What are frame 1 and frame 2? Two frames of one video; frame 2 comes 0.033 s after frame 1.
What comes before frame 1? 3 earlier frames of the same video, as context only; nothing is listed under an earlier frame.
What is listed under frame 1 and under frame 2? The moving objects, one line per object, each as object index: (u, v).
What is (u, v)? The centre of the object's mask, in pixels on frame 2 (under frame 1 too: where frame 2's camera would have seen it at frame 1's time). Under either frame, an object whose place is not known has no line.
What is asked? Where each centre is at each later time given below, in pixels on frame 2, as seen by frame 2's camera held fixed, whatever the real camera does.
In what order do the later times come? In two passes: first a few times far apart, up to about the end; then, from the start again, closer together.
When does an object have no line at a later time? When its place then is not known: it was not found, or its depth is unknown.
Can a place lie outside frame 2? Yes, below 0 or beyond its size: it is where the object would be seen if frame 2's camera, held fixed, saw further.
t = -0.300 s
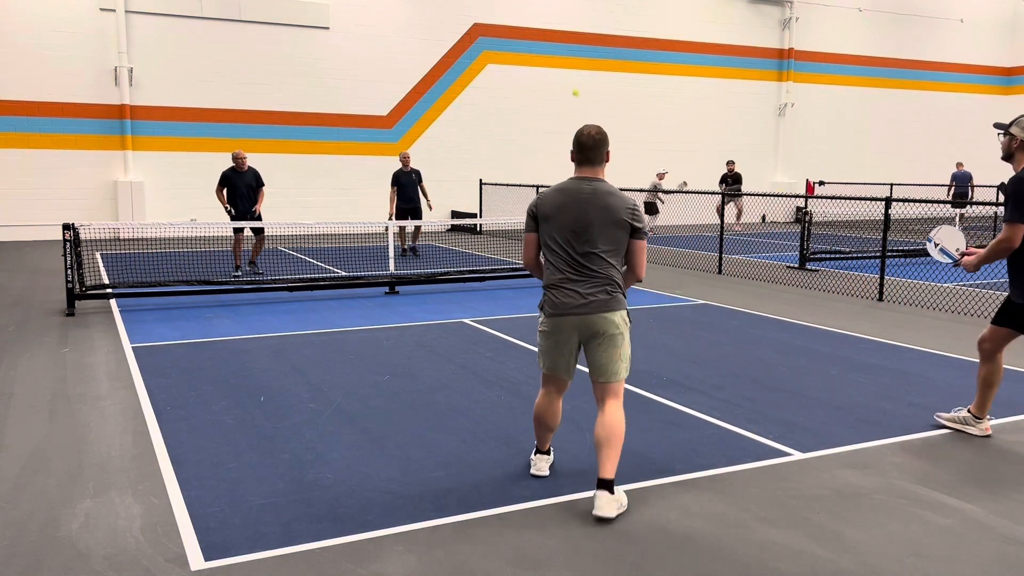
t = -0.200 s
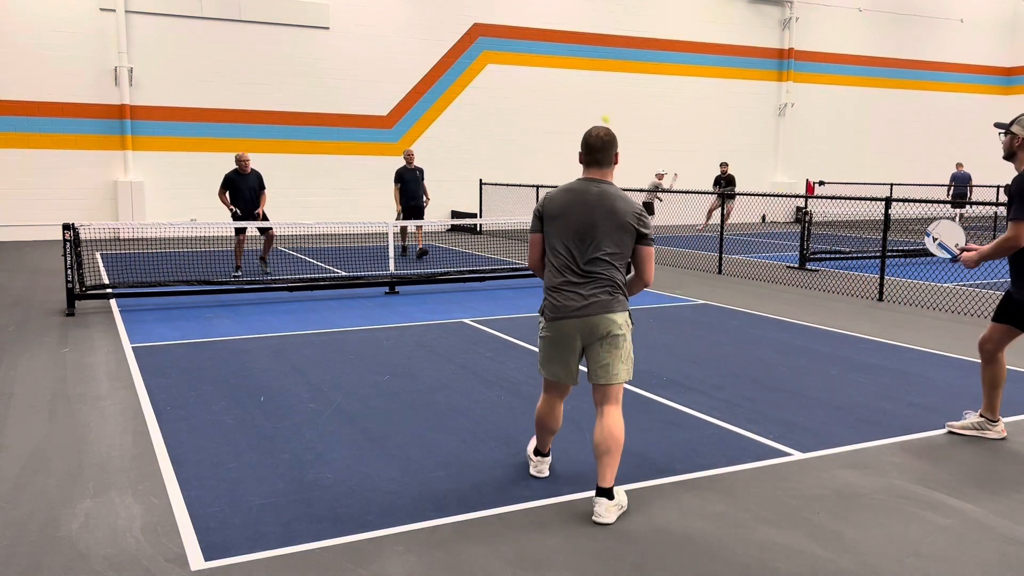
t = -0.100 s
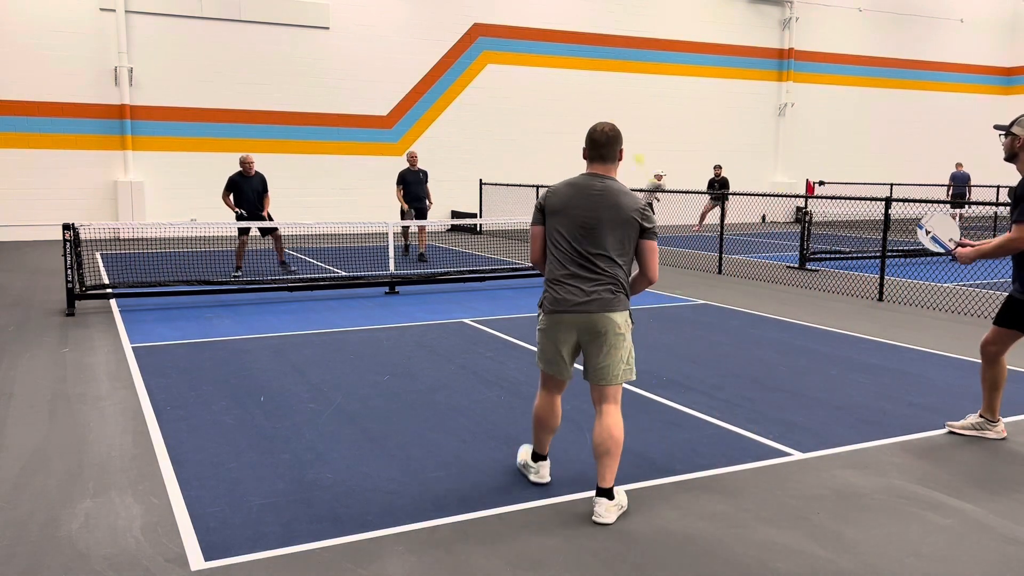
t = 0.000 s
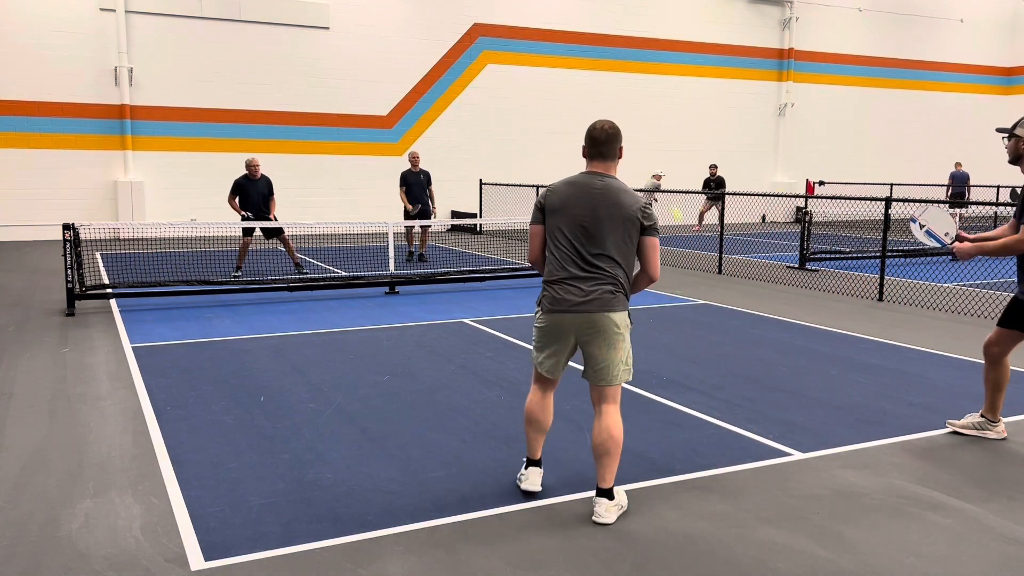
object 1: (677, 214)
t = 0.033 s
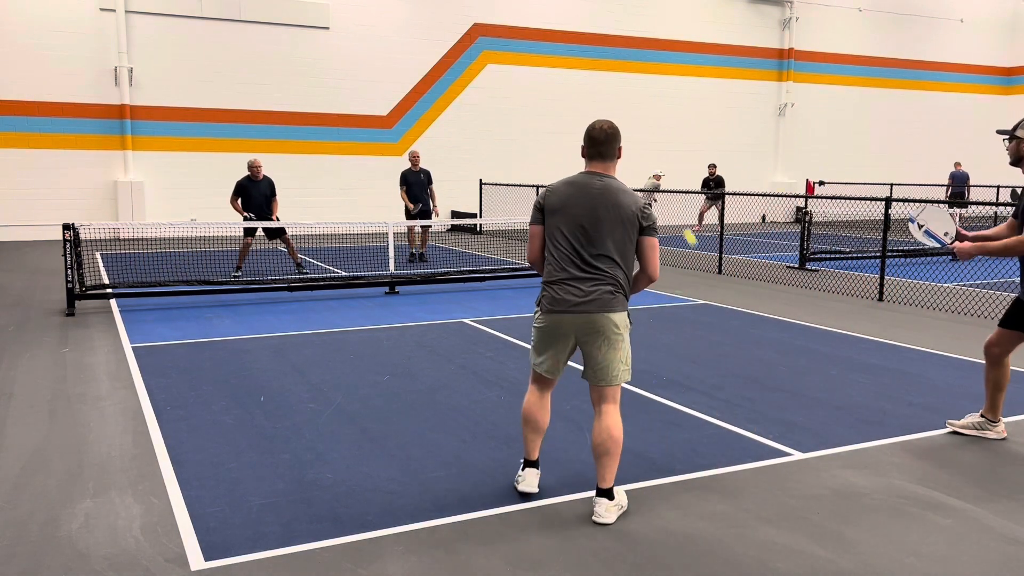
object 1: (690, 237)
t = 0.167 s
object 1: (750, 352)
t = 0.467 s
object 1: (839, 289)
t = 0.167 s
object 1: (750, 352)
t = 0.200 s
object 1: (766, 385)
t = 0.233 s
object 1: (776, 372)
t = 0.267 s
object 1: (785, 357)
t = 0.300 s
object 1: (793, 341)
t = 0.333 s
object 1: (802, 328)
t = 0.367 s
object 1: (812, 316)
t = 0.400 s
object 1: (820, 305)
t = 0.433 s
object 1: (829, 296)
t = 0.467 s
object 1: (839, 289)
